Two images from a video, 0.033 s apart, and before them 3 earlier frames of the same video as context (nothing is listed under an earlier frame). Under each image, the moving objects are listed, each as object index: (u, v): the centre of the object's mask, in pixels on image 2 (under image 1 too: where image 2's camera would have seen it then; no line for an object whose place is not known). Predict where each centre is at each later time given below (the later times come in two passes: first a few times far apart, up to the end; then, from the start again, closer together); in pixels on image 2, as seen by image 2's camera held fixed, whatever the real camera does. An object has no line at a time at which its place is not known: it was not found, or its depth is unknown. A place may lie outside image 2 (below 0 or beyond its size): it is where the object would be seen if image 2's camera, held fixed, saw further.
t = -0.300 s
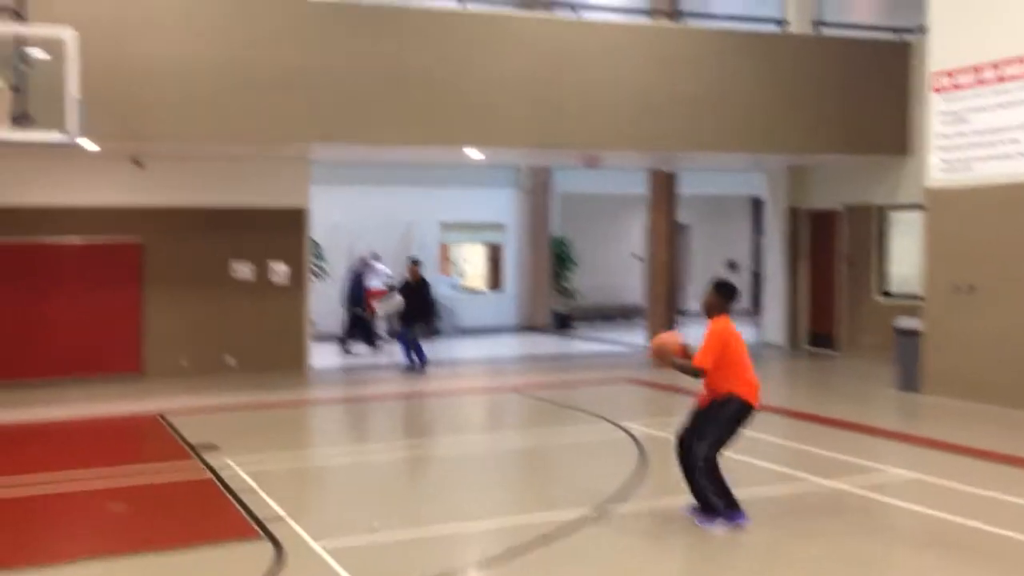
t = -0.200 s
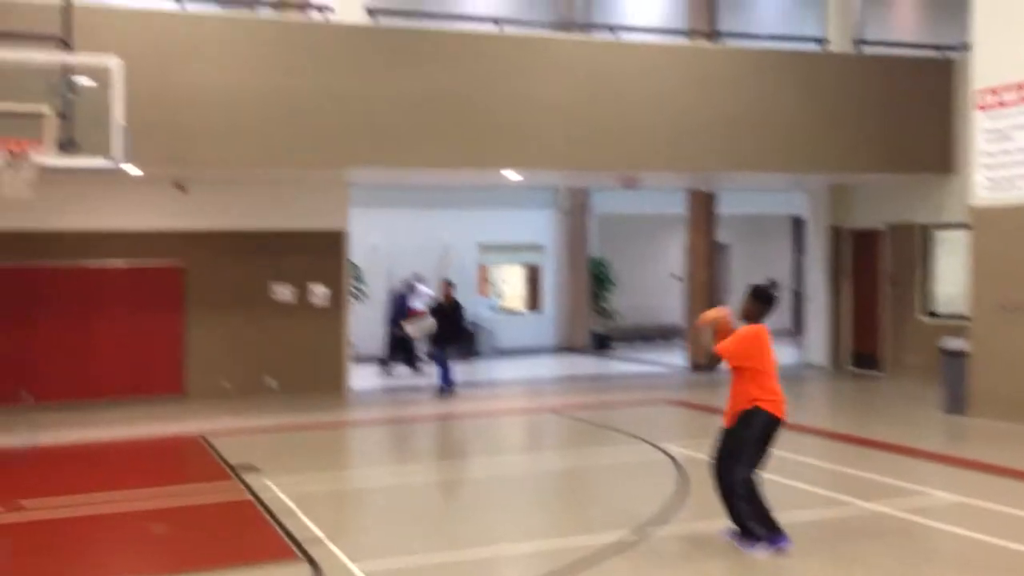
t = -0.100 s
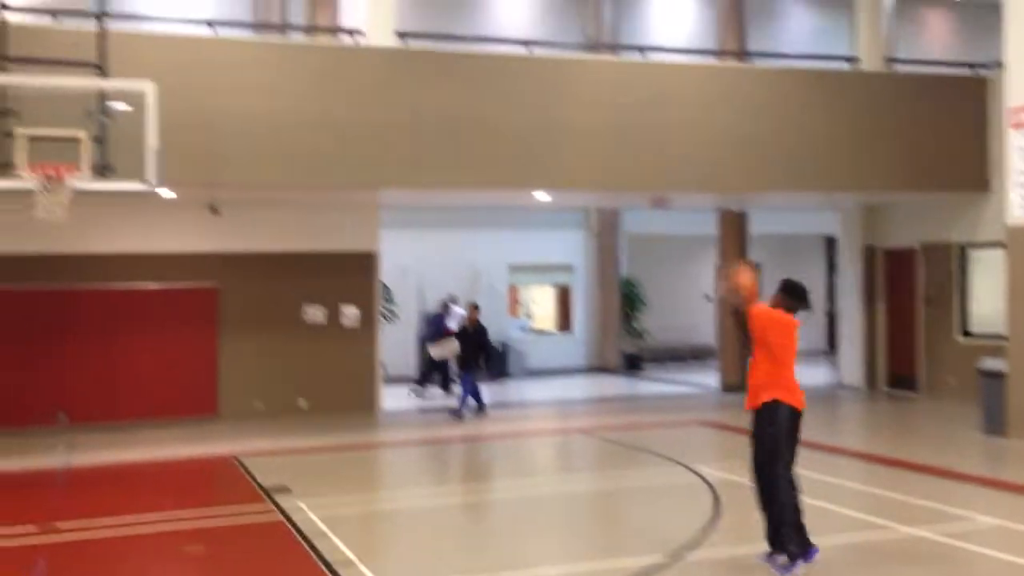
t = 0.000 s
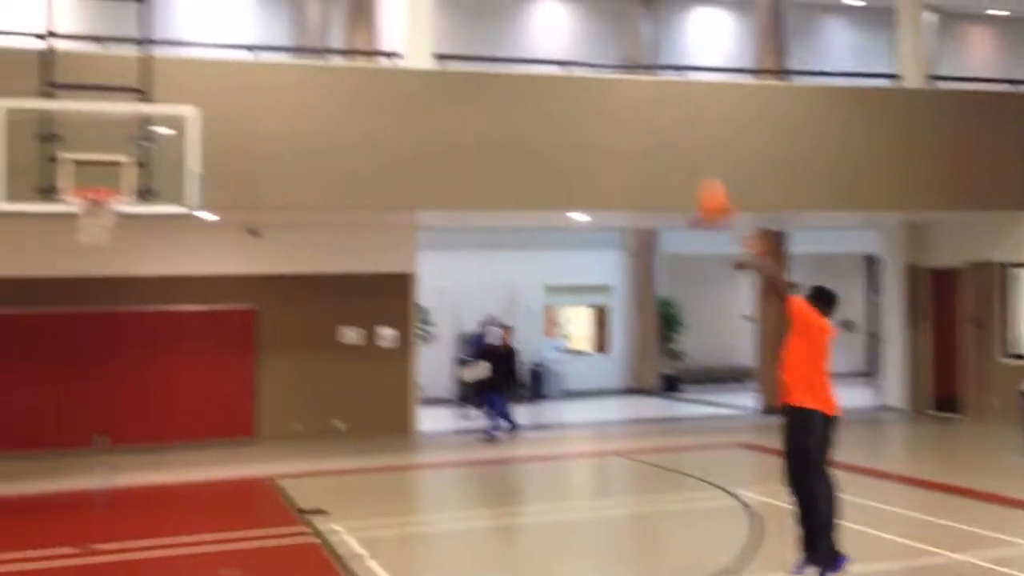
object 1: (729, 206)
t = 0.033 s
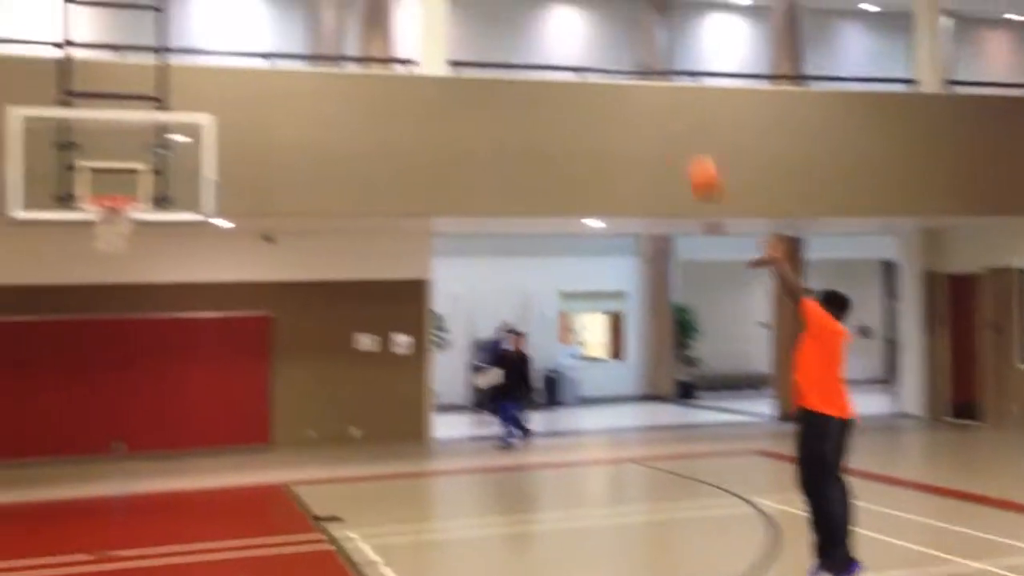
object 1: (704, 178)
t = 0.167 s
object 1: (611, 80)
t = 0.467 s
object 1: (435, -24)
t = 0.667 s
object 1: (337, -26)
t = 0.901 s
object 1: (239, 23)
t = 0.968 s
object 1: (214, 47)
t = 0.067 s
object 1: (680, 148)
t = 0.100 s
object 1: (656, 121)
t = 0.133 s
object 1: (633, 101)
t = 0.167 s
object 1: (611, 80)
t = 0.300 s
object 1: (527, 13)
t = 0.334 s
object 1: (508, 2)
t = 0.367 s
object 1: (490, -7)
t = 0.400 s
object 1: (472, -15)
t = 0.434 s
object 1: (454, -22)
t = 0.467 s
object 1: (435, -24)
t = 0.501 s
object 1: (418, -25)
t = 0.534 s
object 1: (402, -27)
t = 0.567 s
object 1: (385, -28)
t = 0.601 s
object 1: (369, -28)
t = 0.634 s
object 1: (354, -28)
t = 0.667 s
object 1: (337, -26)
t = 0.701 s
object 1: (322, -25)
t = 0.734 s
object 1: (309, -21)
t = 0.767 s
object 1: (295, -15)
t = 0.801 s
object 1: (279, -7)
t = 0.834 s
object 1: (267, 1)
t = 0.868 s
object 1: (253, 13)
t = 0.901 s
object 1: (239, 23)
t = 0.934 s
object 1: (228, 35)
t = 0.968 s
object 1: (214, 47)
